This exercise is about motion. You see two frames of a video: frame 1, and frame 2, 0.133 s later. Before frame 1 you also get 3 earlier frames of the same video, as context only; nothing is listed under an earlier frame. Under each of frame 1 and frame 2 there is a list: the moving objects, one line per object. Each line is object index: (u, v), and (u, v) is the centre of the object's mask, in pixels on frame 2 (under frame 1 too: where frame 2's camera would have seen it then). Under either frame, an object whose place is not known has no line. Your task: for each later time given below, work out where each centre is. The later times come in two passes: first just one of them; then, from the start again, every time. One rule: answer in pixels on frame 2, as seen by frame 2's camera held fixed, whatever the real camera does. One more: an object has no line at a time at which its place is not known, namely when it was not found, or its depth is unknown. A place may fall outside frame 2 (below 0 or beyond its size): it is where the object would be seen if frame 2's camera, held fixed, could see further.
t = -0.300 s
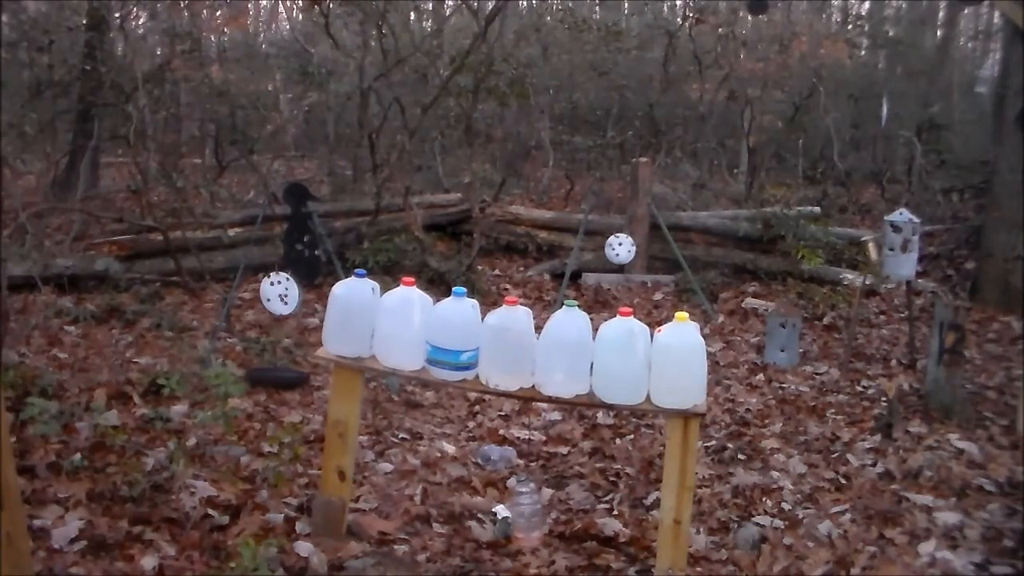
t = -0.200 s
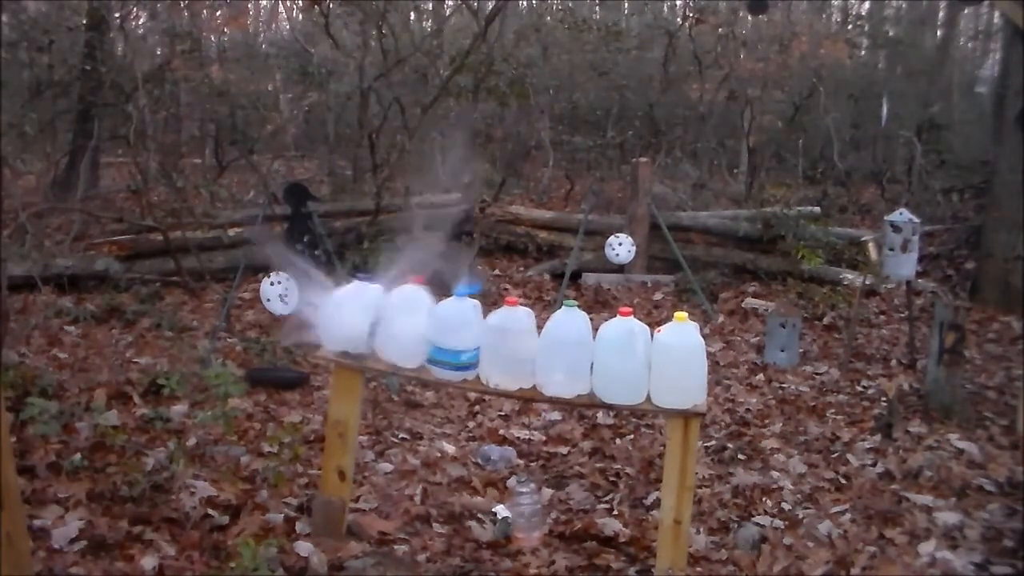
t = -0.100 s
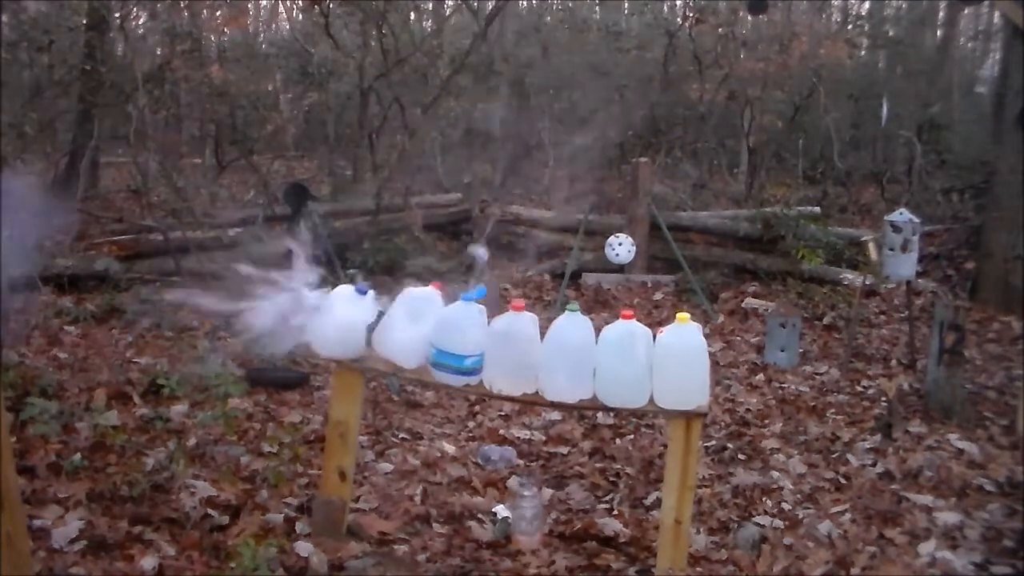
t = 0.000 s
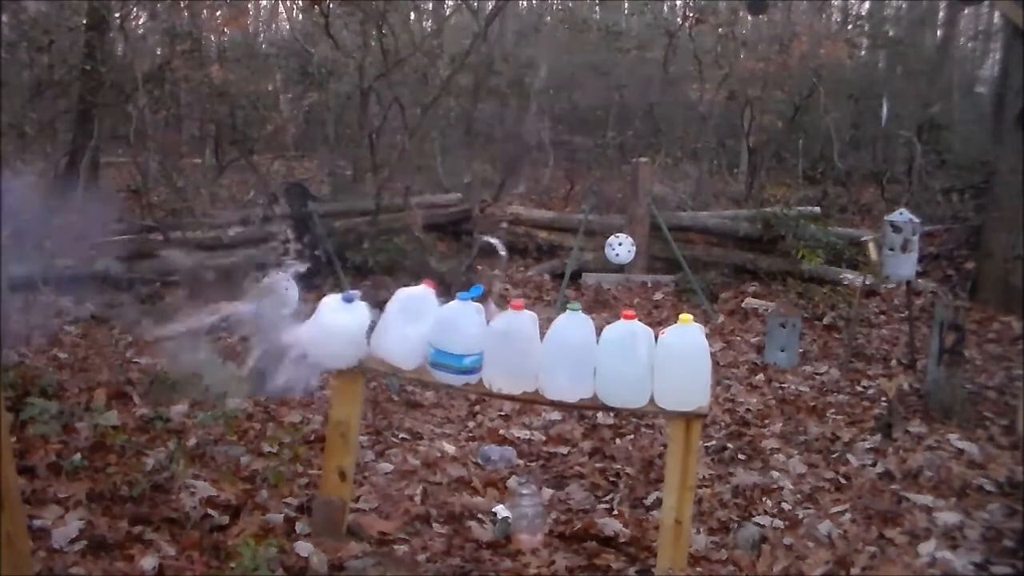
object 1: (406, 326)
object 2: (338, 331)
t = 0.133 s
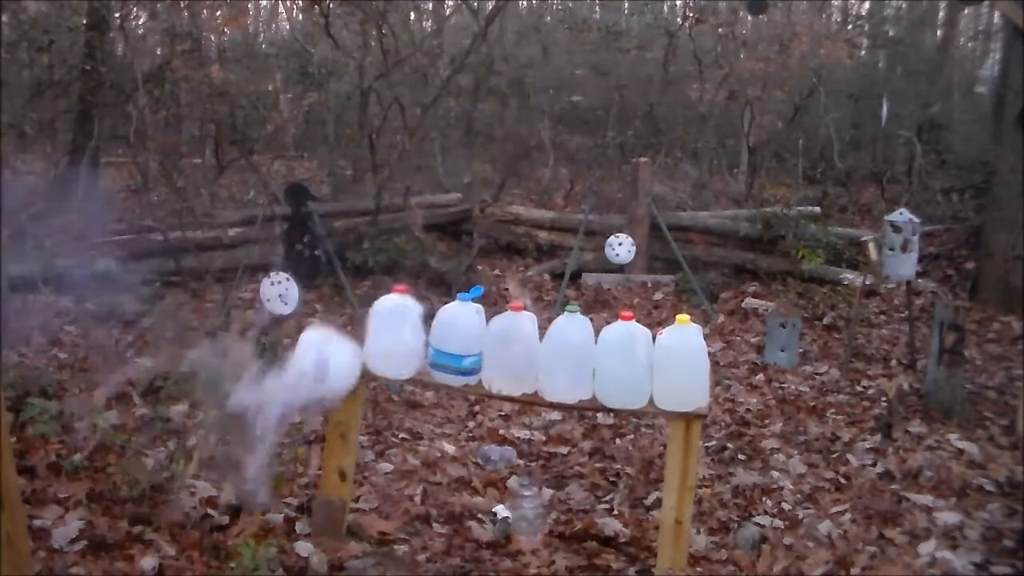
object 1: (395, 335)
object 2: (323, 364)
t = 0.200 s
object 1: (390, 338)
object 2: (321, 404)
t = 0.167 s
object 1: (391, 336)
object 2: (321, 380)
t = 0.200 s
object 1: (390, 338)
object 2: (321, 404)
